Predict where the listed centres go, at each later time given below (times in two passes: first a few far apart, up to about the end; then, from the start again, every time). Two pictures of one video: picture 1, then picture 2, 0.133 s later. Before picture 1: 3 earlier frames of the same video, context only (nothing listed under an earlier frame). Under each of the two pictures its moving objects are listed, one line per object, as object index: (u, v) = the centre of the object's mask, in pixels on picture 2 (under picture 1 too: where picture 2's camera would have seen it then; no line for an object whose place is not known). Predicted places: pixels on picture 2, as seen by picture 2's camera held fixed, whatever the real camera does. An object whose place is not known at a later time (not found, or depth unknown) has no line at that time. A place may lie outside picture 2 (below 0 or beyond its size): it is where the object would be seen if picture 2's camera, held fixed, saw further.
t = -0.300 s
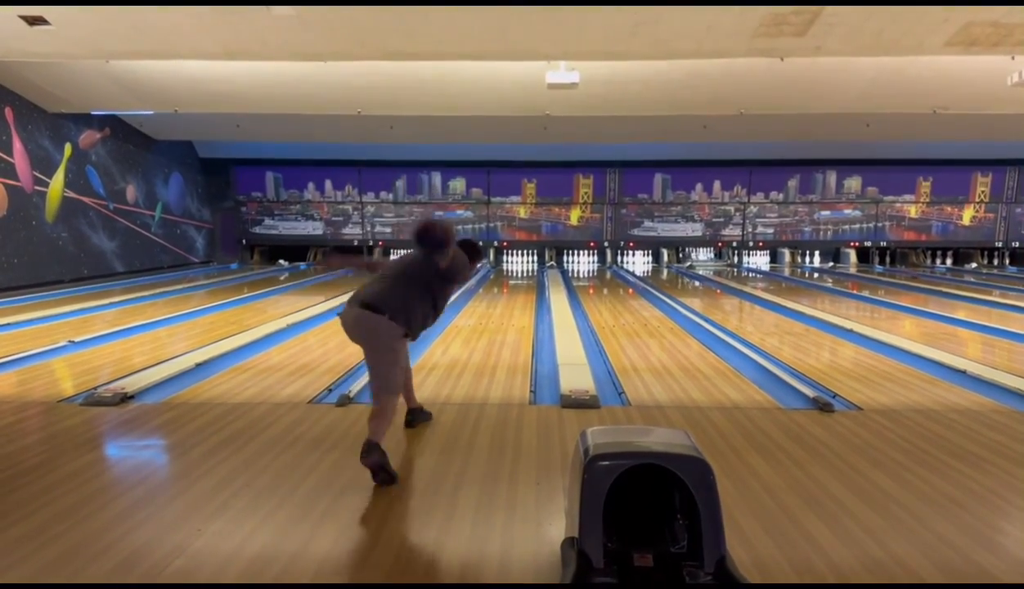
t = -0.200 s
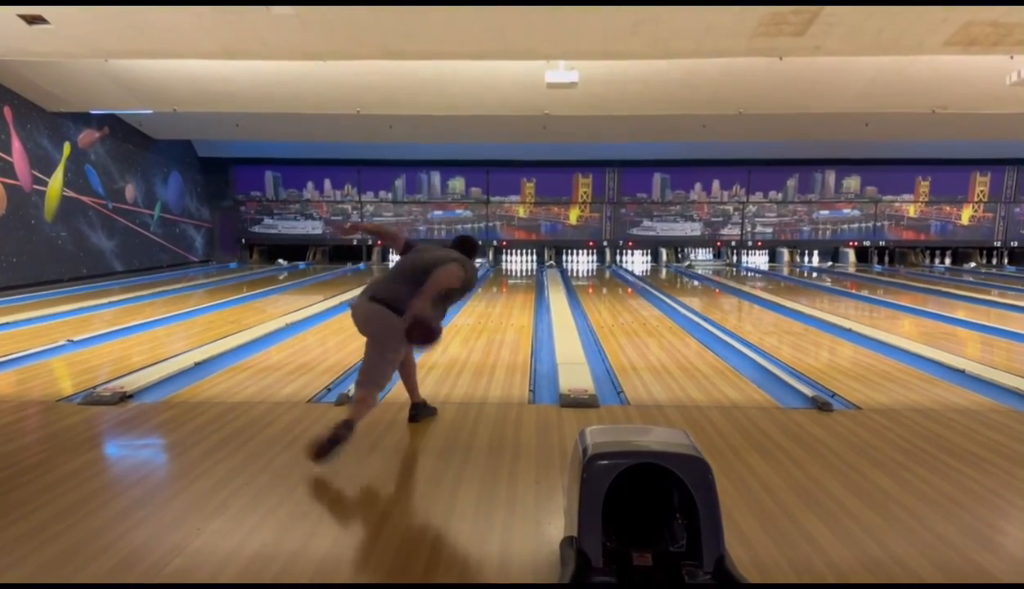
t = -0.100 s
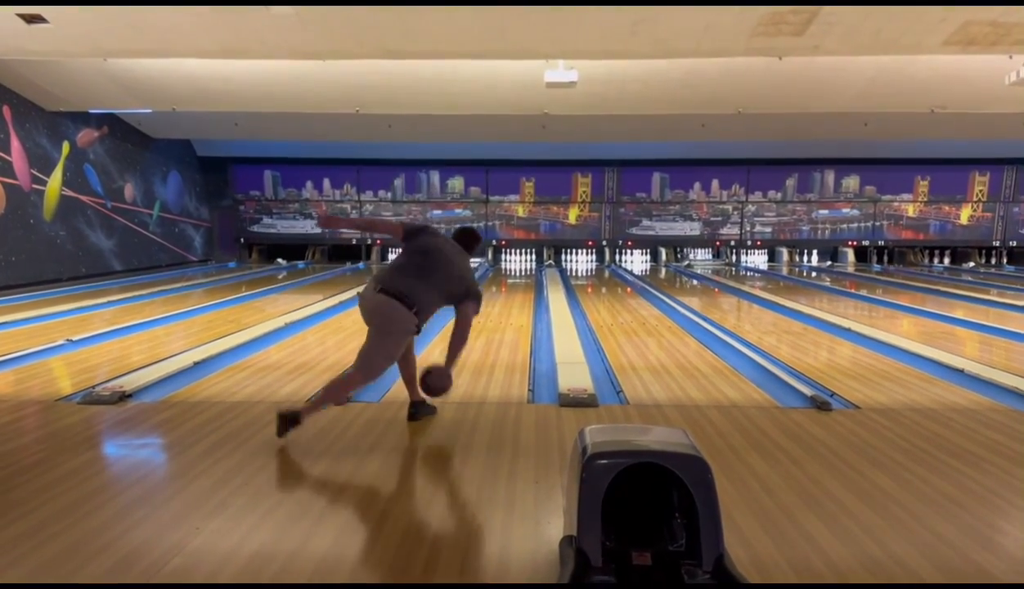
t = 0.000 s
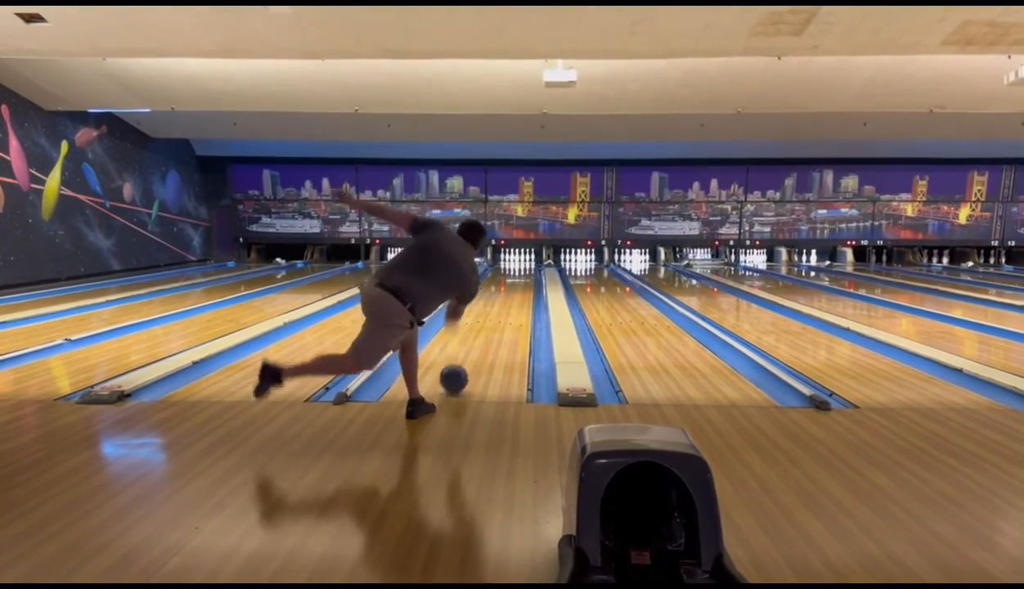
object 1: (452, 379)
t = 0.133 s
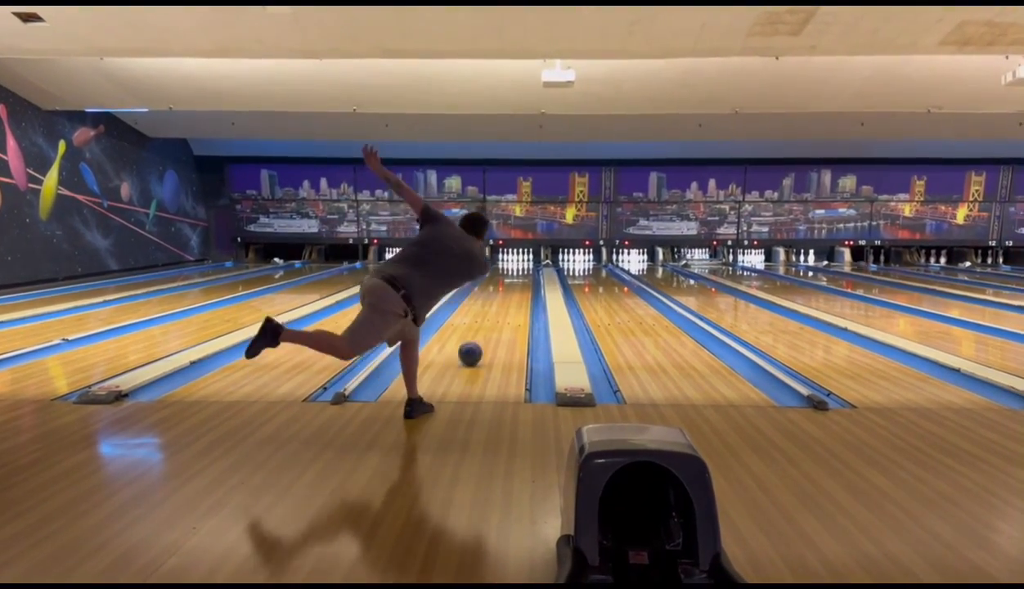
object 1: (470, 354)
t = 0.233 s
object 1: (480, 339)
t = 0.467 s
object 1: (496, 315)
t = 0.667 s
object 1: (504, 301)
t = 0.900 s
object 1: (511, 288)
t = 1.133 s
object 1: (515, 280)
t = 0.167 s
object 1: (473, 348)
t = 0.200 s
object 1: (477, 344)
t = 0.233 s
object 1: (480, 339)
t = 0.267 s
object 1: (482, 335)
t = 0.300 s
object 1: (485, 331)
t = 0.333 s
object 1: (487, 328)
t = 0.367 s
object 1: (490, 324)
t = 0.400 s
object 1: (492, 321)
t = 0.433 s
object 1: (494, 318)
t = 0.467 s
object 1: (496, 315)
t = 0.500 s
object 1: (497, 312)
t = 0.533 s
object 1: (499, 310)
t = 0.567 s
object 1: (500, 307)
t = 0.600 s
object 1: (502, 305)
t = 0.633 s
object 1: (503, 303)
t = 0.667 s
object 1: (504, 301)
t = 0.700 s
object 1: (505, 299)
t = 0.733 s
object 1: (506, 297)
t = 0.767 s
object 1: (507, 295)
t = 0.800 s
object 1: (508, 293)
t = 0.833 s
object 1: (509, 292)
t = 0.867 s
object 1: (510, 290)
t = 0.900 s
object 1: (511, 288)
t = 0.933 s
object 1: (511, 287)
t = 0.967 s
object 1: (512, 285)
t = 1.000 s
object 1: (513, 284)
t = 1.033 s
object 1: (514, 282)
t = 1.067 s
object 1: (514, 282)
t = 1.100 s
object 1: (514, 281)
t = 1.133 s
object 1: (515, 280)
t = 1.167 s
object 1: (515, 278)
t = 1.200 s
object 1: (515, 277)
